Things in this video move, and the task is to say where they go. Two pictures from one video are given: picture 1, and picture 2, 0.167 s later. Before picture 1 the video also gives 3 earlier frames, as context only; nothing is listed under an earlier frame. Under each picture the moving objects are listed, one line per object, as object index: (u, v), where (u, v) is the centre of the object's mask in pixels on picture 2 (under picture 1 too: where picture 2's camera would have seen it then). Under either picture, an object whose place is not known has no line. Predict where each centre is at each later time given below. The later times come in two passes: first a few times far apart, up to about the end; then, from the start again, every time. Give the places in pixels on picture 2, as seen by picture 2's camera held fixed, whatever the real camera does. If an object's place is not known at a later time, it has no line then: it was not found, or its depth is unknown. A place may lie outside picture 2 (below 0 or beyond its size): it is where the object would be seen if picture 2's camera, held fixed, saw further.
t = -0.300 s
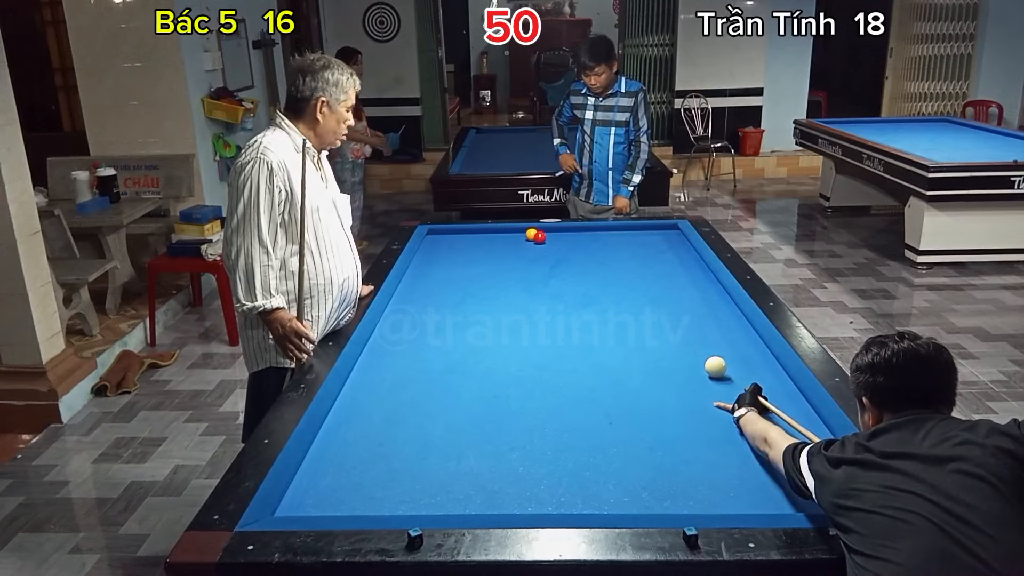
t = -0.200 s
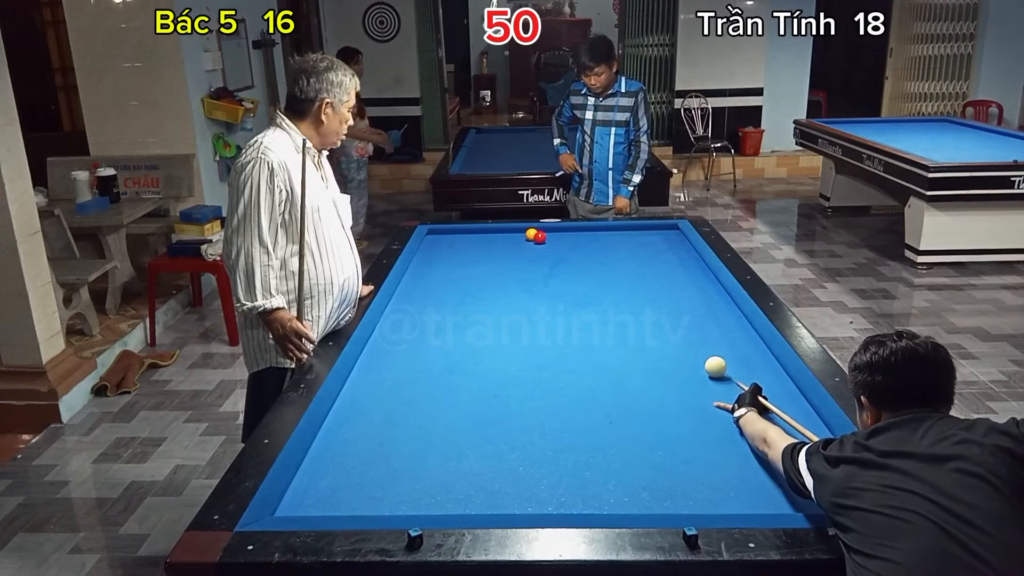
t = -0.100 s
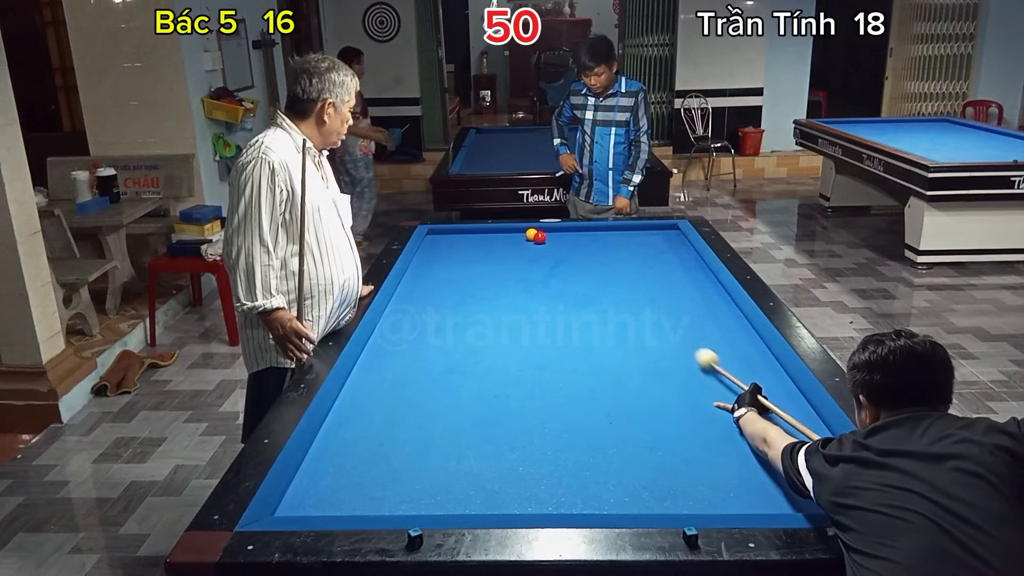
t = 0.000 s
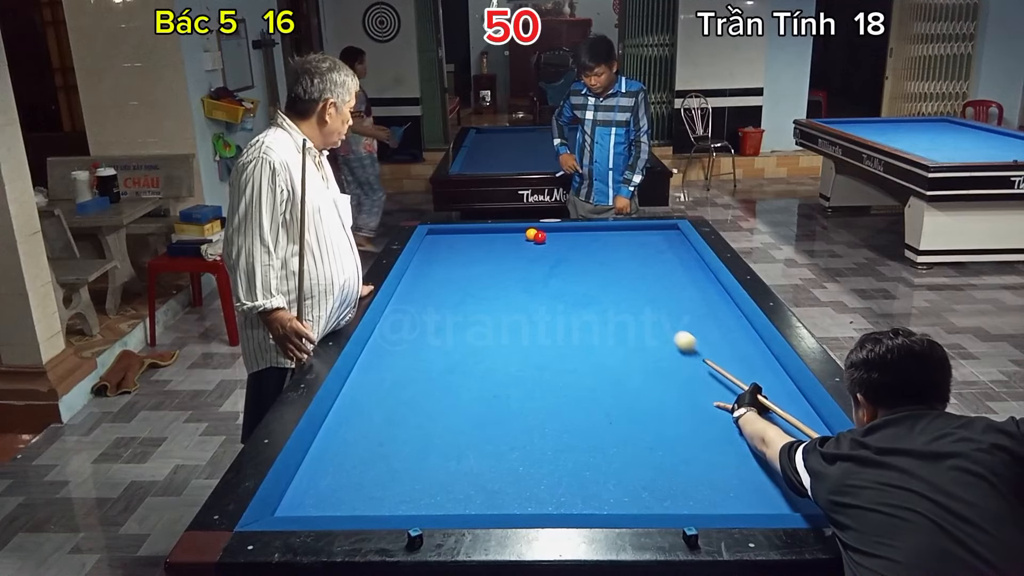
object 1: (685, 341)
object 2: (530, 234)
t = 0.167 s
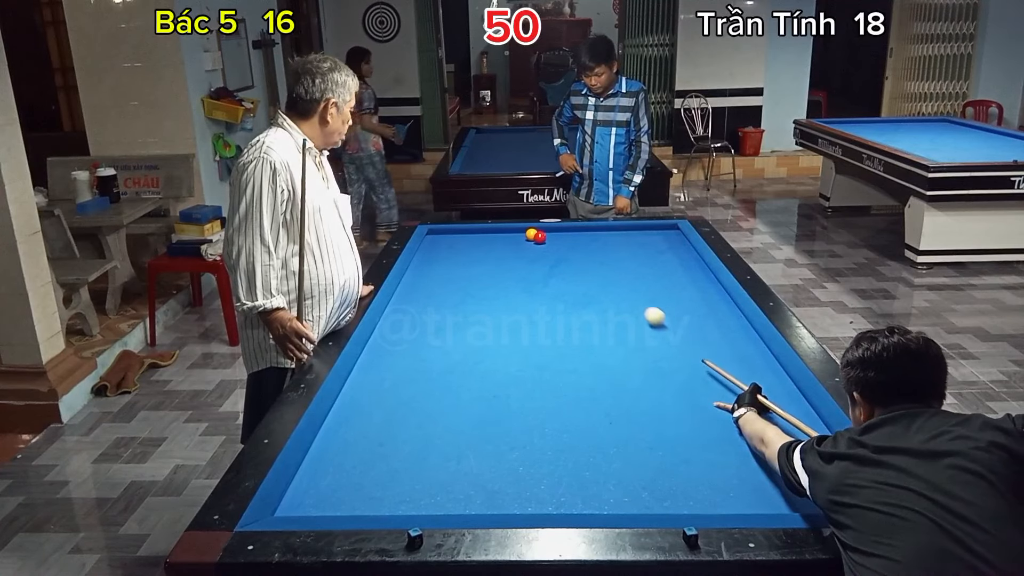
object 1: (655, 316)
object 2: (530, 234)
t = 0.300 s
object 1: (634, 299)
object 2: (530, 234)
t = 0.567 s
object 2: (530, 234)
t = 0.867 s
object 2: (530, 234)
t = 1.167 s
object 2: (530, 234)
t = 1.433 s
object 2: (506, 240)
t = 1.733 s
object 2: (475, 248)
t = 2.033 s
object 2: (443, 256)
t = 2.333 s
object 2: (420, 263)
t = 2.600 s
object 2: (433, 267)
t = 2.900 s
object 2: (448, 271)
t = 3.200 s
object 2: (463, 276)
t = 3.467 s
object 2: (476, 280)
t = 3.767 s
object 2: (491, 284)
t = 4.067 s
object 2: (506, 289)
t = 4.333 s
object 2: (519, 292)
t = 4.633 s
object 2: (533, 297)
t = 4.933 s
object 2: (547, 301)
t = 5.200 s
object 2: (559, 304)
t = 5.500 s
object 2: (572, 308)
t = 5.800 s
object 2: (584, 312)
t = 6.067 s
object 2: (594, 315)
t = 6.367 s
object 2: (605, 318)
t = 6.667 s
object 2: (615, 321)
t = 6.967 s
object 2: (624, 323)
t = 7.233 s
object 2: (632, 326)
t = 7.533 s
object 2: (639, 328)
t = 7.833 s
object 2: (646, 330)
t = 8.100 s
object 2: (651, 332)
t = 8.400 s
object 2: (656, 333)
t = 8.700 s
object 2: (659, 334)
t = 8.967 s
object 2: (661, 334)
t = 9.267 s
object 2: (661, 335)
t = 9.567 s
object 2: (661, 335)
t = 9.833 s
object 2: (661, 335)
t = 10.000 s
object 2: (661, 335)
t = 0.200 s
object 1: (649, 312)
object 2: (530, 234)
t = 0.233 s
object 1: (644, 308)
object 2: (530, 234)
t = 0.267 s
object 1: (639, 303)
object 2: (530, 234)
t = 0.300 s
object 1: (634, 299)
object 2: (530, 234)
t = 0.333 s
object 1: (629, 296)
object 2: (530, 234)
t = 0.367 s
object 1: (624, 292)
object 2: (530, 234)
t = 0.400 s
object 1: (620, 288)
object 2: (530, 234)
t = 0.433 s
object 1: (616, 285)
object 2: (530, 234)
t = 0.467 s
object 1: (611, 281)
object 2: (530, 234)
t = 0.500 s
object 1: (607, 278)
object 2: (530, 234)
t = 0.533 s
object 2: (530, 234)
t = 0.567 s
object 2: (530, 234)
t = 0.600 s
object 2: (530, 234)
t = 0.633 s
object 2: (530, 234)
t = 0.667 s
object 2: (530, 234)
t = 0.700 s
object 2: (530, 234)
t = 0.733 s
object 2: (530, 234)
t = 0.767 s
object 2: (530, 234)
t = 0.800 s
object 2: (530, 234)
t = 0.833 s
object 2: (530, 234)
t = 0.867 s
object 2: (530, 234)
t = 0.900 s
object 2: (530, 234)
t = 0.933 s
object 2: (530, 234)
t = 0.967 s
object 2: (530, 234)
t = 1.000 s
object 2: (530, 234)
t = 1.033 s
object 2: (530, 234)
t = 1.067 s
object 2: (530, 234)
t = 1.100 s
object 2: (530, 234)
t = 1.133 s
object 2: (530, 234)
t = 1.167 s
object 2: (530, 234)
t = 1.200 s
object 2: (530, 234)
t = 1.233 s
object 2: (527, 235)
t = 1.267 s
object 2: (524, 236)
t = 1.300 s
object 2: (520, 237)
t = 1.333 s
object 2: (516, 238)
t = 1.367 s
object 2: (513, 239)
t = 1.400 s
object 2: (509, 240)
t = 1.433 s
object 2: (506, 240)
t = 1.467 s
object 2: (503, 241)
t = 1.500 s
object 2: (499, 242)
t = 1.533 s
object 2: (496, 243)
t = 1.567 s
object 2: (492, 244)
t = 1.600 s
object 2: (489, 245)
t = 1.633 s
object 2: (486, 245)
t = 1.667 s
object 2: (482, 246)
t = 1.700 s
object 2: (479, 247)
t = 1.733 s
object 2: (475, 248)
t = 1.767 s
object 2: (472, 249)
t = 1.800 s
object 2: (468, 250)
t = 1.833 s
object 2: (464, 251)
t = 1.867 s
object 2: (461, 251)
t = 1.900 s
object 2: (457, 252)
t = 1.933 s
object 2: (454, 253)
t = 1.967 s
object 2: (450, 254)
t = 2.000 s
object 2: (447, 255)
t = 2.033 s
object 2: (443, 256)
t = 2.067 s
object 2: (439, 257)
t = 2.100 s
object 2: (436, 257)
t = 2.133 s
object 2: (432, 258)
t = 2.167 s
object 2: (428, 259)
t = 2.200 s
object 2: (425, 260)
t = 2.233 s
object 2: (421, 261)
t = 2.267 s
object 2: (417, 262)
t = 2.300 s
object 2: (418, 262)
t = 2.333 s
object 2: (420, 263)
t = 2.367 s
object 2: (421, 263)
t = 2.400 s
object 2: (423, 264)
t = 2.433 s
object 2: (425, 264)
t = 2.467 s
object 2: (427, 265)
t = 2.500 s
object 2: (428, 265)
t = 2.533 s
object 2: (430, 266)
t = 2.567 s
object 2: (432, 266)
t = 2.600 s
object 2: (433, 267)
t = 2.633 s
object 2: (435, 267)
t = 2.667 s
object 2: (437, 268)
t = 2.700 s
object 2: (438, 268)
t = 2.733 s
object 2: (440, 269)
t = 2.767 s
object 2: (441, 269)
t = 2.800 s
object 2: (443, 270)
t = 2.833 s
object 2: (445, 270)
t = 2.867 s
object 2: (446, 271)
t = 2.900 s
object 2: (448, 271)
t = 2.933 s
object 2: (449, 272)
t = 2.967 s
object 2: (451, 272)
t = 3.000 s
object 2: (453, 273)
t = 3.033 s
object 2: (455, 273)
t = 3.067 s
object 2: (456, 274)
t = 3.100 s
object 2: (458, 274)
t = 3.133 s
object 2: (459, 275)
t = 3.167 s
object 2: (461, 275)
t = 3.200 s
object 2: (463, 276)
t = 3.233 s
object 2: (464, 276)
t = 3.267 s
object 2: (466, 277)
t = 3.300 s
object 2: (468, 278)
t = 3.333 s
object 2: (469, 278)
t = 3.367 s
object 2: (471, 278)
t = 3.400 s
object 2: (473, 279)
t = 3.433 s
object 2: (474, 279)
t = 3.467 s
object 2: (476, 280)
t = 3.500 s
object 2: (478, 281)
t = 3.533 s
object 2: (480, 281)
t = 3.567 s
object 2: (481, 282)
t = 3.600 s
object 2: (483, 282)
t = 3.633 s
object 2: (485, 283)
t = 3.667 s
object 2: (486, 283)
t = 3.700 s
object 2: (488, 284)
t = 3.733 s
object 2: (490, 284)
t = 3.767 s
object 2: (491, 284)
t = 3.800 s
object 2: (493, 285)
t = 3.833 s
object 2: (495, 285)
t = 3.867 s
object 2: (497, 286)
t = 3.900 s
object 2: (498, 286)
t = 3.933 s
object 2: (500, 287)
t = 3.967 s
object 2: (501, 287)
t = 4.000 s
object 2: (503, 288)
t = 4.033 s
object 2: (505, 288)
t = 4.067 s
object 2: (506, 289)
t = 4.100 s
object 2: (508, 289)
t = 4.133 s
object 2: (509, 290)
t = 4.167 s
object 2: (511, 290)
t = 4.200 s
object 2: (513, 291)
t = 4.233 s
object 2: (514, 291)
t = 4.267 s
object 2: (516, 292)
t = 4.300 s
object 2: (517, 292)
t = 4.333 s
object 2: (519, 292)
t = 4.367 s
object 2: (521, 293)
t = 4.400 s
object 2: (522, 293)
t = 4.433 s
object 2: (524, 294)
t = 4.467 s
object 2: (525, 294)
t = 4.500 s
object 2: (527, 295)
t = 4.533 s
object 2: (528, 295)
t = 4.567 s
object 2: (530, 296)
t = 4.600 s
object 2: (532, 296)
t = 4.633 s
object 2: (533, 297)
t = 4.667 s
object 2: (534, 297)
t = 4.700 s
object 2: (536, 297)
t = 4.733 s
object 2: (538, 298)
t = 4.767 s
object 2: (539, 299)
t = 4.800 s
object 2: (541, 299)
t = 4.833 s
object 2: (542, 299)
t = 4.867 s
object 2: (544, 300)
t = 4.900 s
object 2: (545, 300)
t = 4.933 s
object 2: (547, 301)
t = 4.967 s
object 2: (548, 301)
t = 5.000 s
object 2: (550, 302)
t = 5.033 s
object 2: (551, 302)
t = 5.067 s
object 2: (553, 303)
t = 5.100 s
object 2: (554, 303)
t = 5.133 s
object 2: (556, 303)
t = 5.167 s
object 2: (557, 304)
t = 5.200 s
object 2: (559, 304)
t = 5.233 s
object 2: (560, 305)
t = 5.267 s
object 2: (561, 305)
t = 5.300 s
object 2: (563, 306)
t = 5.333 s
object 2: (564, 306)
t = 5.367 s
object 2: (566, 306)
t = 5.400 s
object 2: (567, 307)
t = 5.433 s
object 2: (569, 307)
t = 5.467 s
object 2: (570, 308)
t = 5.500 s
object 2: (572, 308)
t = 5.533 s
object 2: (573, 308)
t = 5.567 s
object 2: (574, 309)
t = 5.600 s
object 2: (576, 309)
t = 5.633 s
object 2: (577, 310)
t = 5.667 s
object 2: (579, 310)
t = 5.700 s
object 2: (580, 311)
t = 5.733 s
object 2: (581, 311)
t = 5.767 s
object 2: (583, 311)
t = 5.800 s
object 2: (584, 312)
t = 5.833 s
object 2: (585, 312)
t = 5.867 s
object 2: (587, 313)
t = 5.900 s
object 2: (588, 313)
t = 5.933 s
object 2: (589, 313)
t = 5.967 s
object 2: (591, 314)
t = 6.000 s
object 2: (592, 314)
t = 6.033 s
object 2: (593, 314)
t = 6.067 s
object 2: (594, 315)
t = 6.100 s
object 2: (596, 315)
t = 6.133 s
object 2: (597, 315)
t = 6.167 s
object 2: (598, 316)
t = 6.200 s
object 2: (599, 316)
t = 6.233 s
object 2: (601, 317)
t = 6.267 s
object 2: (602, 317)
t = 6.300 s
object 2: (603, 317)
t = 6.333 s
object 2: (604, 318)
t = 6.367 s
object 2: (605, 318)
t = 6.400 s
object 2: (607, 318)
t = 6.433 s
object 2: (608, 319)
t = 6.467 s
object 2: (609, 319)
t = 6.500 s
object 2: (610, 319)
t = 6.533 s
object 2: (611, 320)
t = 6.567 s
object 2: (612, 320)
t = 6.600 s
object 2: (613, 320)
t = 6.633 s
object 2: (614, 321)
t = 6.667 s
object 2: (615, 321)
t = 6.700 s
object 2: (616, 321)
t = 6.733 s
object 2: (617, 322)
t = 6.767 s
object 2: (618, 322)
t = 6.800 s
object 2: (619, 322)
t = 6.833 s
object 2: (620, 322)
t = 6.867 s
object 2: (621, 323)
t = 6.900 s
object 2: (623, 323)
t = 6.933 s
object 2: (624, 323)
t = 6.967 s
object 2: (624, 323)
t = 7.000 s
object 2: (626, 324)
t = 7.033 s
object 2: (626, 324)
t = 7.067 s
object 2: (627, 324)
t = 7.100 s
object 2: (628, 325)
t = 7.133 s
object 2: (629, 325)
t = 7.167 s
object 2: (630, 325)
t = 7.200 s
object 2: (631, 325)
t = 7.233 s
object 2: (632, 326)
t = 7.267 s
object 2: (633, 326)
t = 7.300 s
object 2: (634, 326)
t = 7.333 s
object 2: (635, 326)
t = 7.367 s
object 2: (635, 327)
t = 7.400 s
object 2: (636, 327)
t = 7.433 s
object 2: (637, 327)
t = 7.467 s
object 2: (638, 327)
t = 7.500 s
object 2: (639, 328)
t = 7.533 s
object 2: (639, 328)
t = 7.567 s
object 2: (640, 328)
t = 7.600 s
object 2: (641, 329)
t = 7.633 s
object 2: (642, 329)
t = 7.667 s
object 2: (642, 329)
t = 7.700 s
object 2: (643, 329)
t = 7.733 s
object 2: (644, 329)
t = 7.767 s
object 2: (644, 330)
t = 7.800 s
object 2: (645, 330)
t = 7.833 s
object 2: (646, 330)
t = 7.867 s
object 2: (647, 330)
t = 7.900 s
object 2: (647, 330)
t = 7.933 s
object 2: (648, 331)
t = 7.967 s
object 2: (649, 331)
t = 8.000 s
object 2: (649, 331)
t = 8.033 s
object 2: (650, 331)
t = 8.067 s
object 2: (651, 331)
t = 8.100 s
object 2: (651, 332)
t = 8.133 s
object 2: (651, 332)
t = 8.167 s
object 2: (652, 332)
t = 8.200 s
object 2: (653, 332)
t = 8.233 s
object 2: (653, 332)
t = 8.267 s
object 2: (654, 332)
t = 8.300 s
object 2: (654, 332)
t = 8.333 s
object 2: (655, 332)
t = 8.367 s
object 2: (655, 333)
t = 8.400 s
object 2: (656, 333)
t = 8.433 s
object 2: (656, 333)
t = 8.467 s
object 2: (657, 333)
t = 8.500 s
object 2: (657, 333)
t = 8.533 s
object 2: (658, 333)
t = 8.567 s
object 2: (658, 334)
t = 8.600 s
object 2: (658, 334)
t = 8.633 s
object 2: (658, 334)
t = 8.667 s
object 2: (659, 334)
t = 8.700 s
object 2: (659, 334)
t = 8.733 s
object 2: (659, 334)
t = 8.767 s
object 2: (660, 334)
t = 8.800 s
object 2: (660, 334)
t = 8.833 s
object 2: (660, 334)
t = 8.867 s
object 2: (660, 334)
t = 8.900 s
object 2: (660, 334)
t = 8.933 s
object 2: (660, 334)
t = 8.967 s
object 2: (661, 334)
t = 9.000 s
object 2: (661, 334)
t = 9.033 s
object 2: (661, 334)
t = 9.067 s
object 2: (661, 334)
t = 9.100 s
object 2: (661, 334)
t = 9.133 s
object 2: (661, 334)
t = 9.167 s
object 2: (661, 335)
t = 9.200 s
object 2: (661, 335)
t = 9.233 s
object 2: (661, 335)
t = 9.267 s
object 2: (661, 335)
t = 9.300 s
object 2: (661, 335)
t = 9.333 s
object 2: (661, 335)
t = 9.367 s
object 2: (661, 335)
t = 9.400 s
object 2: (661, 335)
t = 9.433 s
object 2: (661, 335)
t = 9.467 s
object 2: (661, 335)
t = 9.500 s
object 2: (661, 335)
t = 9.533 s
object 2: (661, 335)
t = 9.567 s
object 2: (661, 335)
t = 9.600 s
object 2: (661, 335)
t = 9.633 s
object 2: (661, 335)
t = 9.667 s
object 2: (661, 334)
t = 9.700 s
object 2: (661, 334)
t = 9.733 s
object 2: (661, 334)
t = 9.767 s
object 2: (661, 335)
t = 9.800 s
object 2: (661, 335)
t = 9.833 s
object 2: (661, 335)
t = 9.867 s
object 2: (661, 335)
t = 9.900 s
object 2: (661, 335)
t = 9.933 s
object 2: (661, 334)
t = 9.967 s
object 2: (661, 334)
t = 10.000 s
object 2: (661, 335)
